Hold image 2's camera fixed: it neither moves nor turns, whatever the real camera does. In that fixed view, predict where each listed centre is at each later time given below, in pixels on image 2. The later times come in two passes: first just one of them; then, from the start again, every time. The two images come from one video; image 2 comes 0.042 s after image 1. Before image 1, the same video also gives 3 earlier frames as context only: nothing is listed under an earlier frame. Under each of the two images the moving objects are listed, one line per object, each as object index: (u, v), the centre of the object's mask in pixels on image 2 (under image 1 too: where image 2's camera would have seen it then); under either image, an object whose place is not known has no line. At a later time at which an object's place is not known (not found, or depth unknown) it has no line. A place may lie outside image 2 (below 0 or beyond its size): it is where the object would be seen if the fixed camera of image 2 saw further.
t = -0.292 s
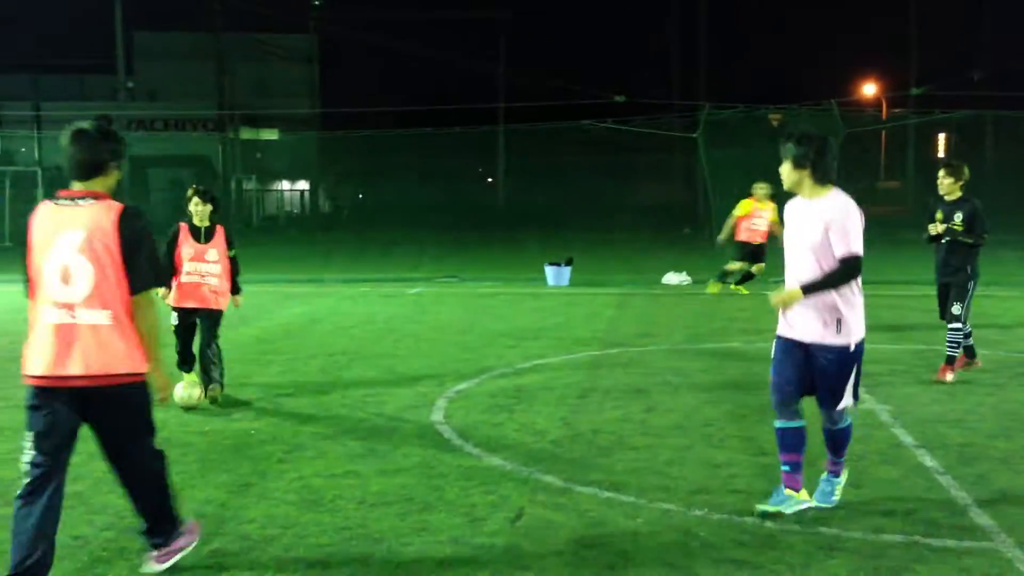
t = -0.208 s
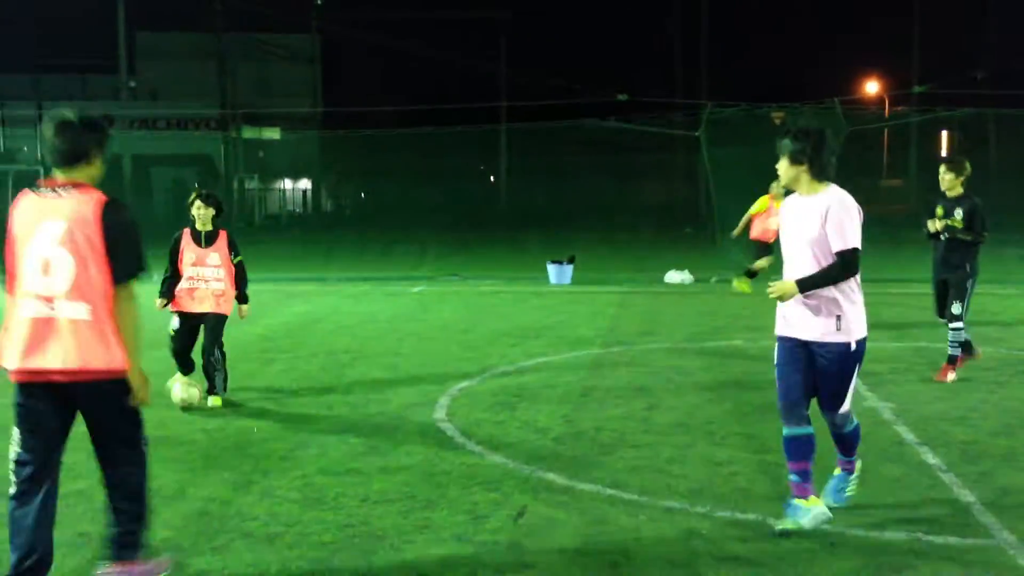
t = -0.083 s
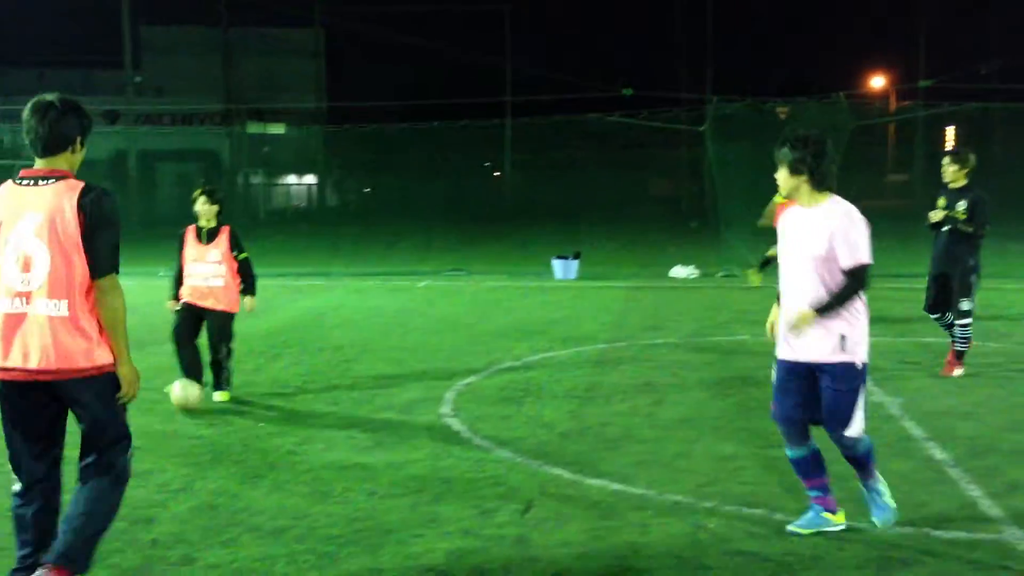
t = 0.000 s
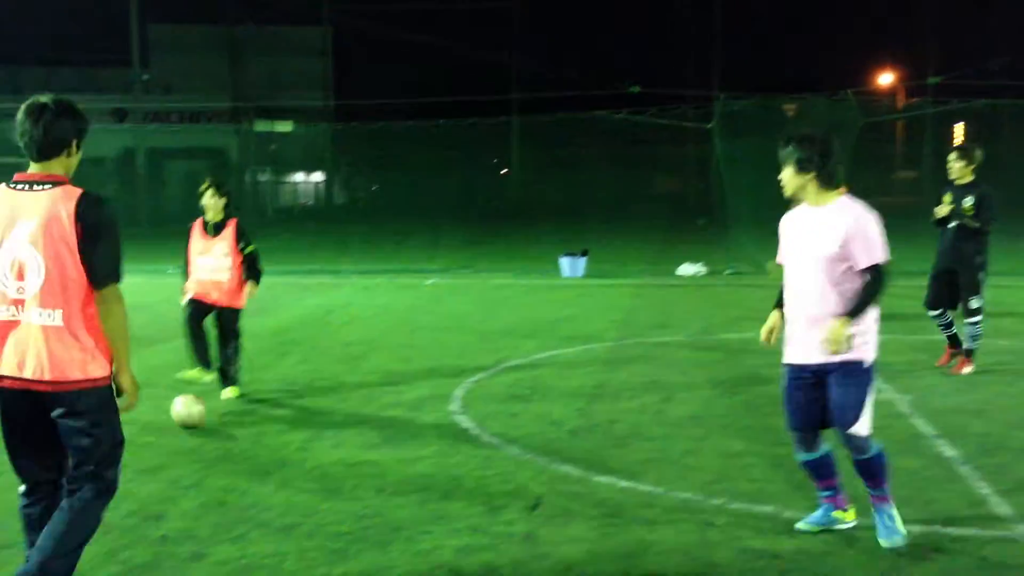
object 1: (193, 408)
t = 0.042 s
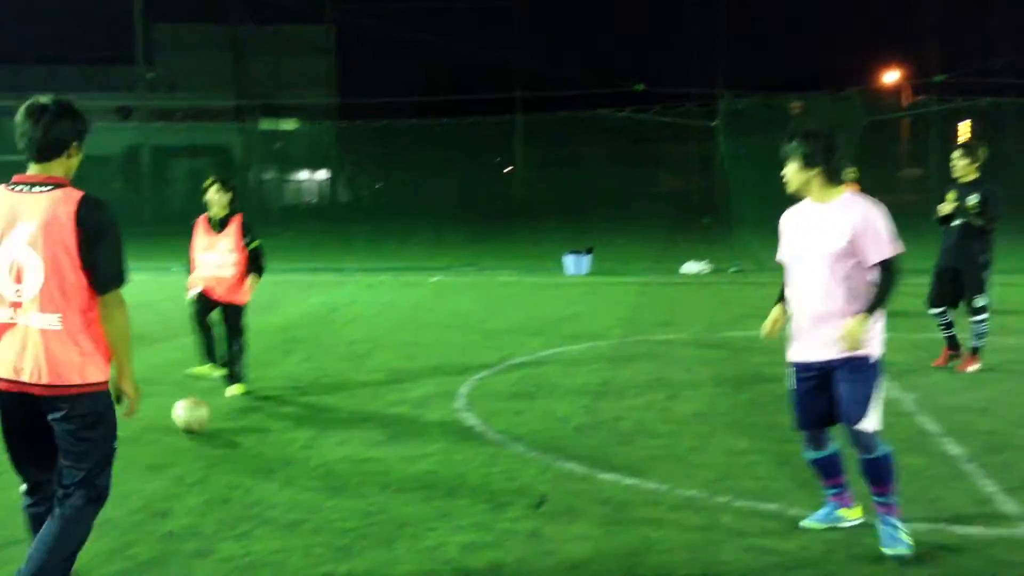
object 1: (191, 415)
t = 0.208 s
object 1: (174, 455)
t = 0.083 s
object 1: (186, 426)
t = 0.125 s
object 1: (182, 435)
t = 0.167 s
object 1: (178, 446)
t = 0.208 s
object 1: (174, 455)
